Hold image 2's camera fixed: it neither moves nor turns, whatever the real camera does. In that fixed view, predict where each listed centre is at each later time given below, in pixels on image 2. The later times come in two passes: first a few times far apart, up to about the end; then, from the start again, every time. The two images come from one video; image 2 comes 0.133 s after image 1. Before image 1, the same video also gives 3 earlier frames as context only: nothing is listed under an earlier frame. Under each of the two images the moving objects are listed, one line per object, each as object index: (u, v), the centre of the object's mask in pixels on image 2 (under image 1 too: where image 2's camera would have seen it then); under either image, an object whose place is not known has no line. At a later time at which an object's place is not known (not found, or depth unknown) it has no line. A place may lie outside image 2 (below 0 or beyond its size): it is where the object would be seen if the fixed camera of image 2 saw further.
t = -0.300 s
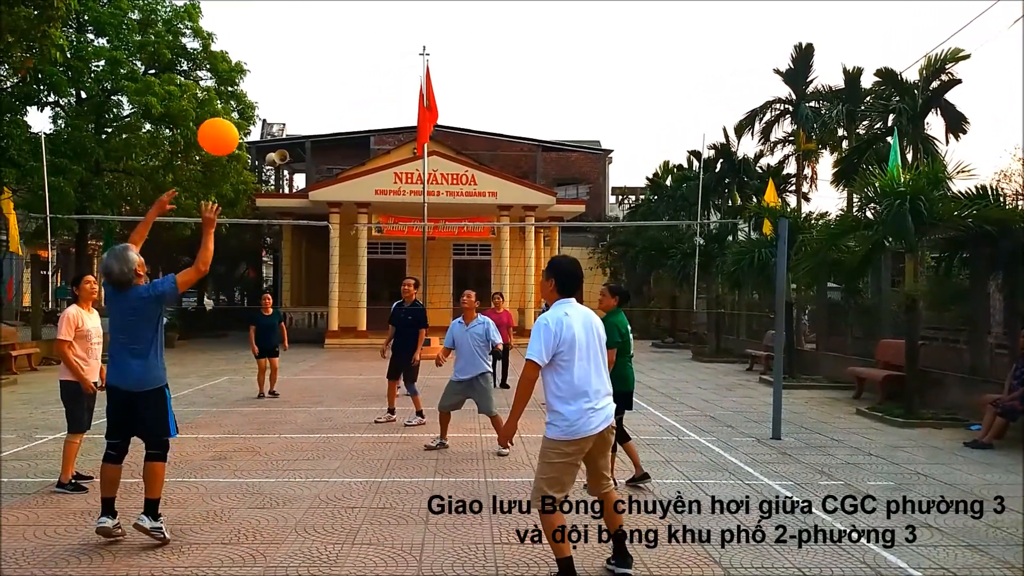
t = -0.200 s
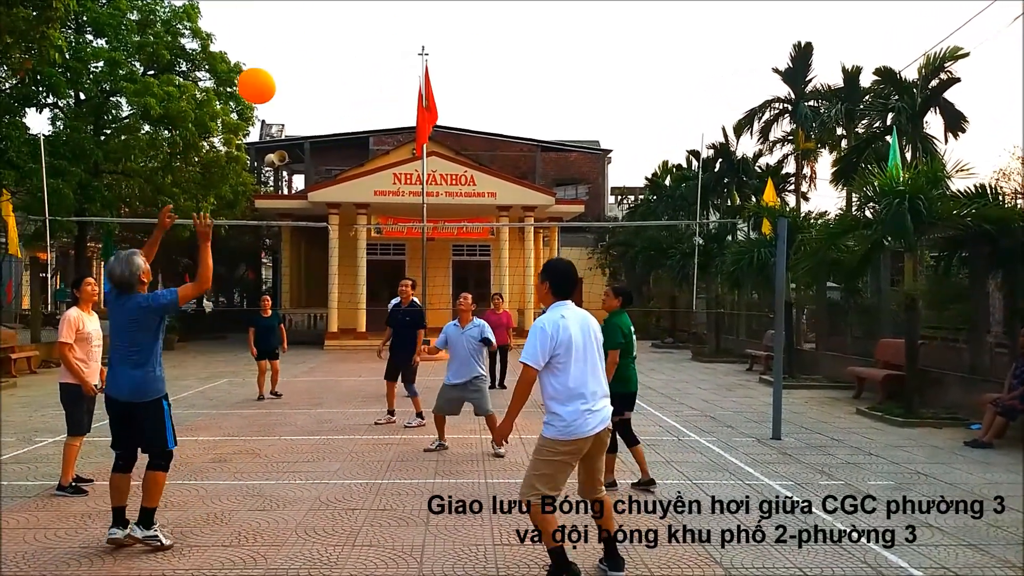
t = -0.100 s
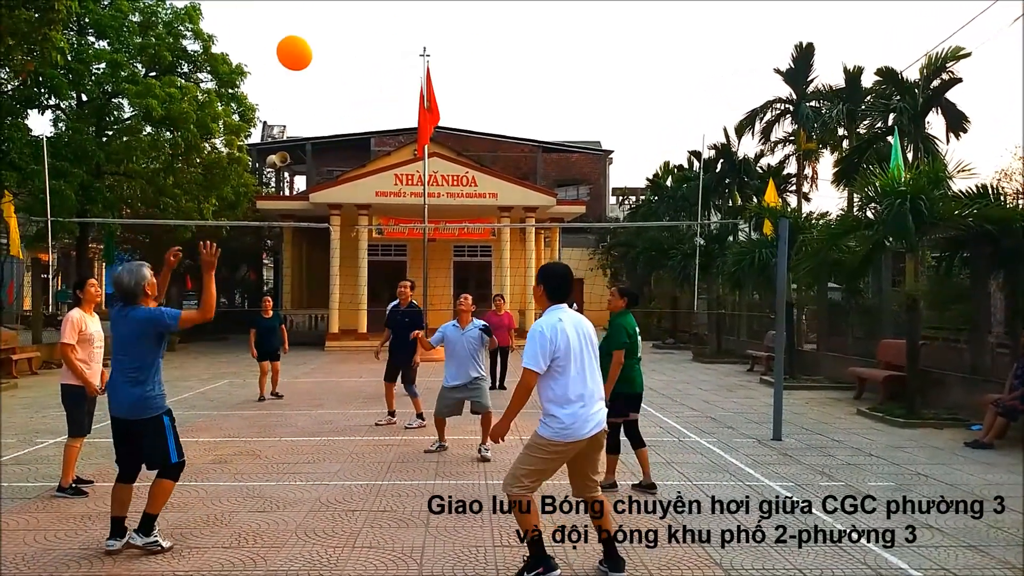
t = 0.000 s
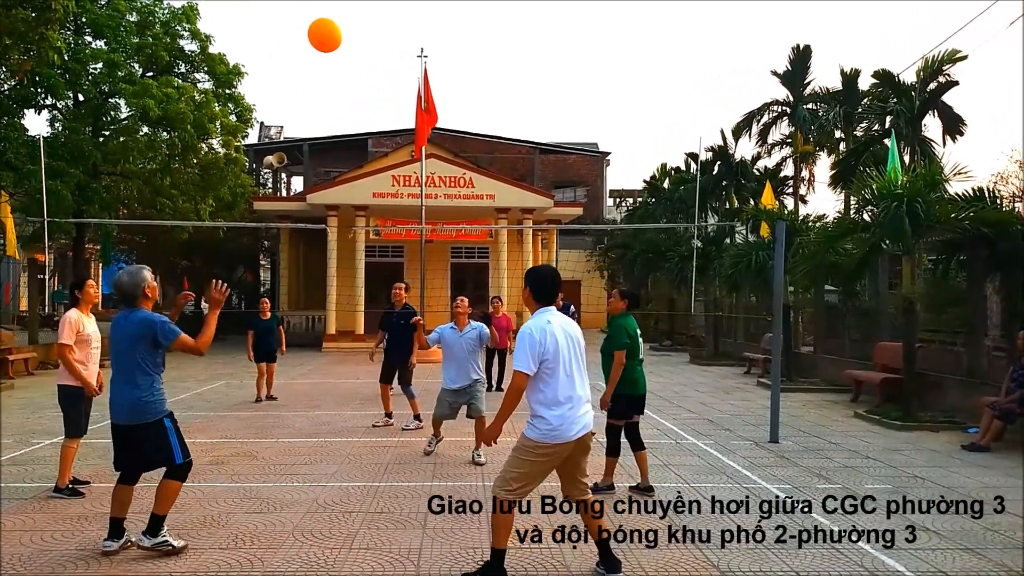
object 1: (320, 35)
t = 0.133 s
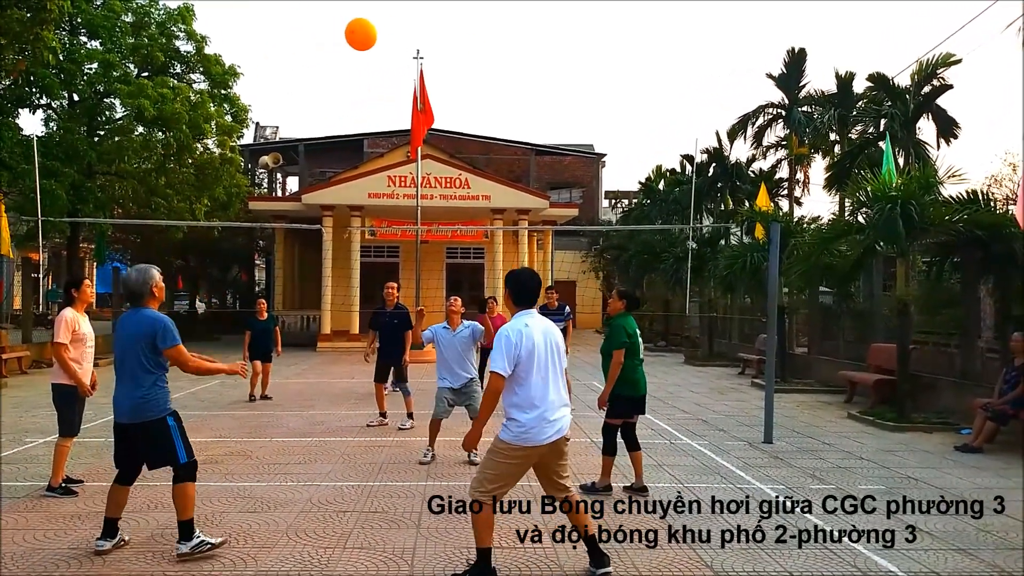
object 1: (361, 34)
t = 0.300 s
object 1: (405, 62)
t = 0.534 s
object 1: (458, 149)
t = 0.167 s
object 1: (370, 36)
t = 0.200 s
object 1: (379, 40)
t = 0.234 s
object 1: (388, 46)
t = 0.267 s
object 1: (397, 54)
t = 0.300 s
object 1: (405, 62)
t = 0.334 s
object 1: (414, 71)
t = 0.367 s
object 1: (421, 81)
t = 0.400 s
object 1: (428, 93)
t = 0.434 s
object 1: (436, 105)
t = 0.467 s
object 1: (444, 119)
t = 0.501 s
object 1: (451, 134)
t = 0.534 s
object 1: (458, 149)
